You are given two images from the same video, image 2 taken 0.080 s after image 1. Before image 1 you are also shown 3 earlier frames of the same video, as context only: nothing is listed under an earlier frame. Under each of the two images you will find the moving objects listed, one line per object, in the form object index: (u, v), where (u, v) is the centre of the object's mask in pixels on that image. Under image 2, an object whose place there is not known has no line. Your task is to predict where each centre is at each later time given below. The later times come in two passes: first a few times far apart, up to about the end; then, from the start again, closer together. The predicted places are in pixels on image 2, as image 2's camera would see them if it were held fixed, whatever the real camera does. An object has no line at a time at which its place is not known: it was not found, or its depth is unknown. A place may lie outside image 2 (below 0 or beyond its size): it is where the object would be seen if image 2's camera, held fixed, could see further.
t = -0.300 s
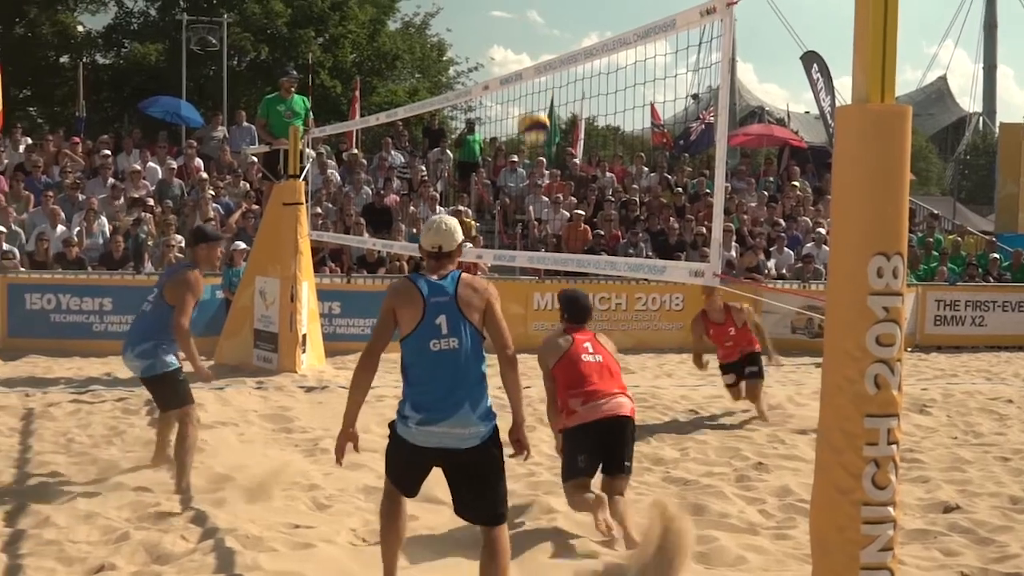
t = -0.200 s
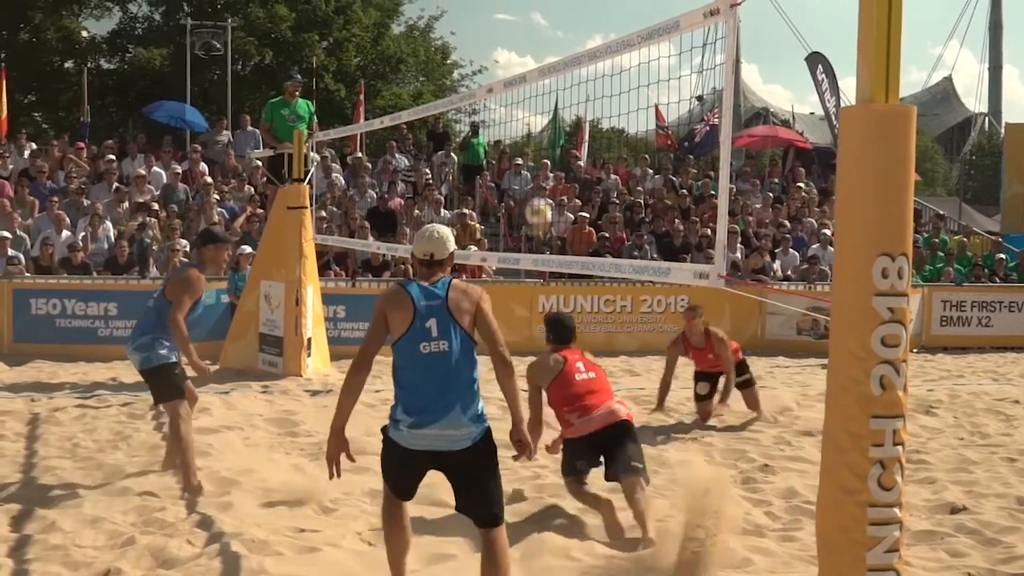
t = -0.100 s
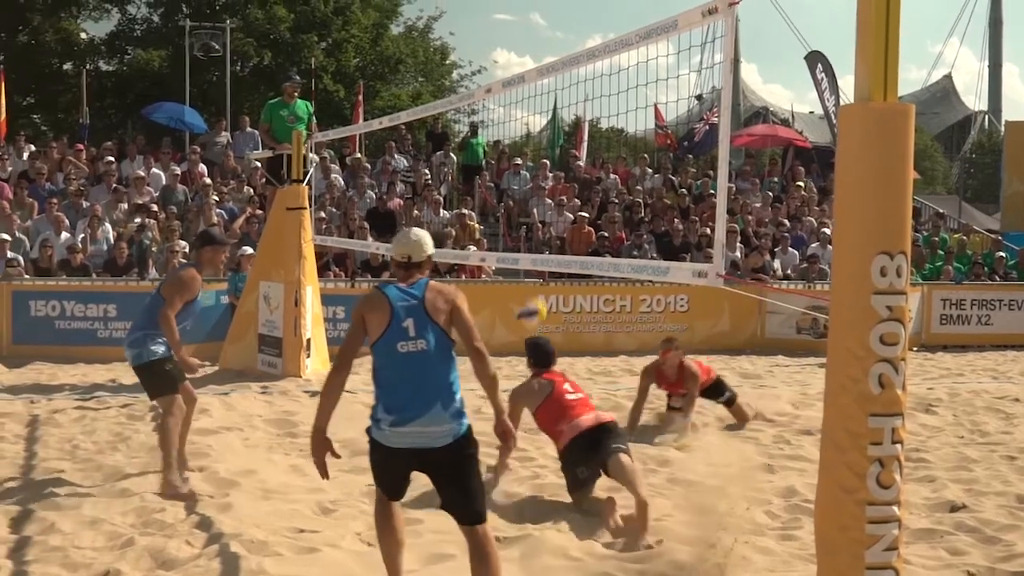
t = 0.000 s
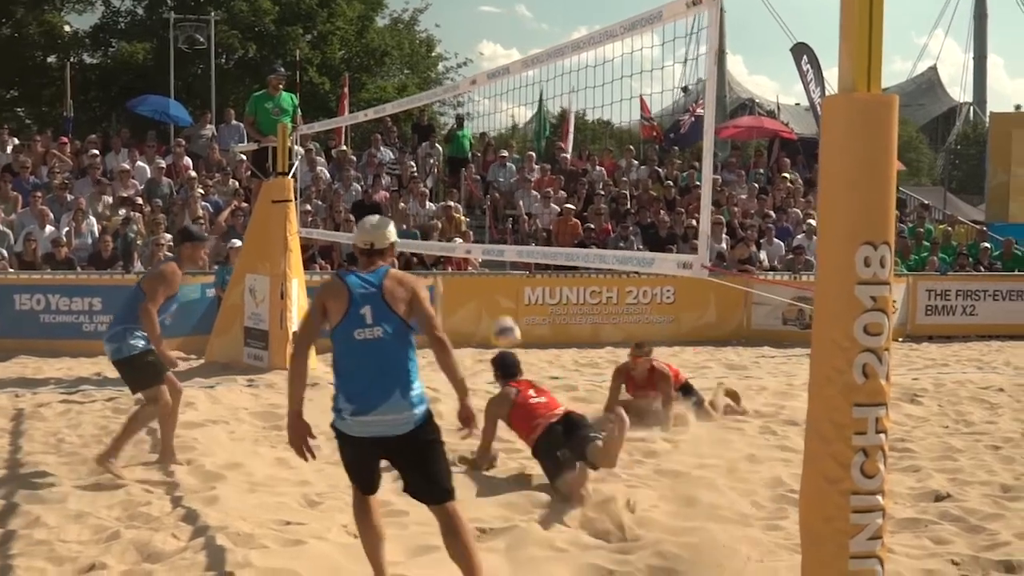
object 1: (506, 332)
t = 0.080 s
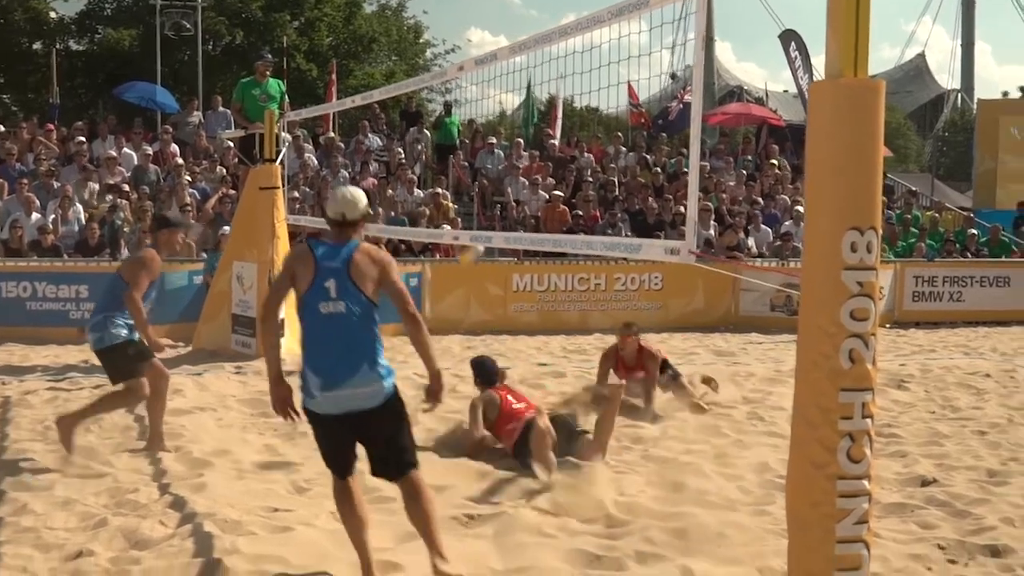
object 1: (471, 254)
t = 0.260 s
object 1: (417, 123)
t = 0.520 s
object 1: (342, 24)
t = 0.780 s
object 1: (267, 10)
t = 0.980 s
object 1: (208, 69)
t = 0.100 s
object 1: (471, 225)
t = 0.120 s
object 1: (462, 215)
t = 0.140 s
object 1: (457, 203)
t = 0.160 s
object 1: (446, 185)
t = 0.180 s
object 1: (439, 172)
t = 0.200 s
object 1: (434, 159)
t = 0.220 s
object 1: (428, 147)
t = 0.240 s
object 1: (422, 136)
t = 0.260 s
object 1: (417, 123)
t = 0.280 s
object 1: (411, 111)
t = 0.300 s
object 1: (407, 104)
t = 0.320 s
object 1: (403, 99)
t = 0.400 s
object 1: (377, 56)
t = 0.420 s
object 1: (371, 50)
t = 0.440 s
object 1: (365, 44)
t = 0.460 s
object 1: (359, 38)
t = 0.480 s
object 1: (352, 32)
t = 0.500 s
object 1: (347, 28)
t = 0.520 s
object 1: (342, 24)
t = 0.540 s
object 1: (336, 20)
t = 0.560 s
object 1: (331, 17)
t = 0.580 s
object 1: (324, 14)
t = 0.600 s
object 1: (319, 12)
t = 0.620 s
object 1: (313, 10)
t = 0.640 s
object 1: (308, 8)
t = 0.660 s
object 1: (302, 6)
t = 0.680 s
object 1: (295, 5)
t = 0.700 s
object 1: (290, 4)
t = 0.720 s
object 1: (284, 4)
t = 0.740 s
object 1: (278, 6)
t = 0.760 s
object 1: (273, 7)
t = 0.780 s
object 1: (267, 10)
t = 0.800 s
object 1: (261, 14)
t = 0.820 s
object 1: (256, 18)
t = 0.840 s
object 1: (249, 22)
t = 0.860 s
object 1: (242, 26)
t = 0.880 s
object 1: (237, 32)
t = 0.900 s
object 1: (231, 38)
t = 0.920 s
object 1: (226, 45)
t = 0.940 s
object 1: (220, 52)
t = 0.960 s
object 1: (214, 60)
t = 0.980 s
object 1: (208, 69)
